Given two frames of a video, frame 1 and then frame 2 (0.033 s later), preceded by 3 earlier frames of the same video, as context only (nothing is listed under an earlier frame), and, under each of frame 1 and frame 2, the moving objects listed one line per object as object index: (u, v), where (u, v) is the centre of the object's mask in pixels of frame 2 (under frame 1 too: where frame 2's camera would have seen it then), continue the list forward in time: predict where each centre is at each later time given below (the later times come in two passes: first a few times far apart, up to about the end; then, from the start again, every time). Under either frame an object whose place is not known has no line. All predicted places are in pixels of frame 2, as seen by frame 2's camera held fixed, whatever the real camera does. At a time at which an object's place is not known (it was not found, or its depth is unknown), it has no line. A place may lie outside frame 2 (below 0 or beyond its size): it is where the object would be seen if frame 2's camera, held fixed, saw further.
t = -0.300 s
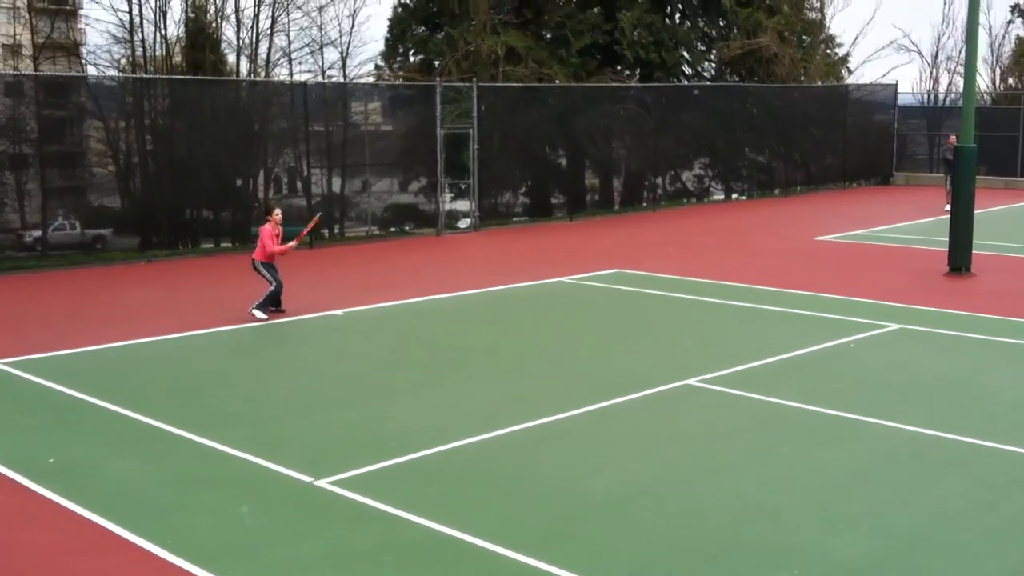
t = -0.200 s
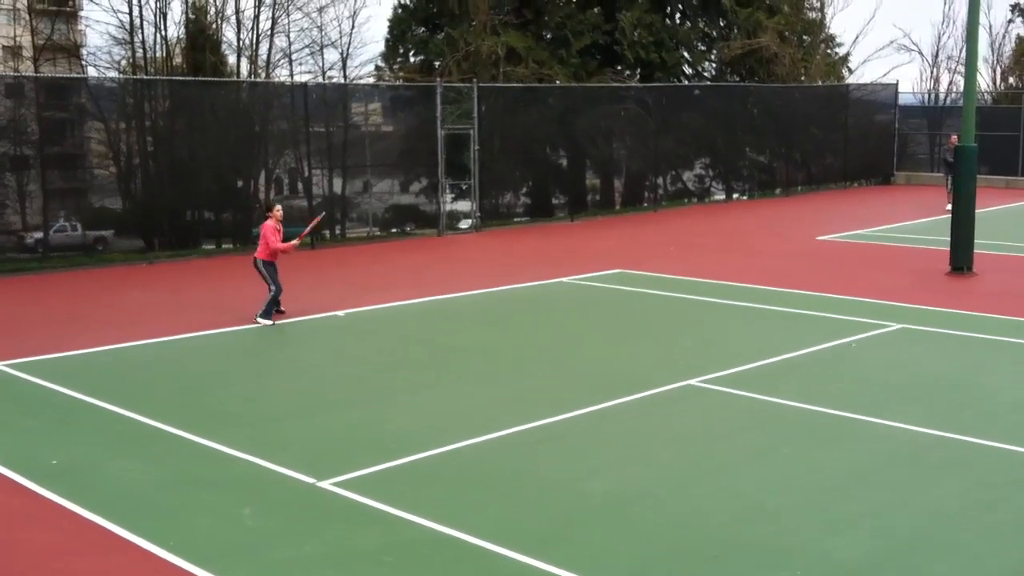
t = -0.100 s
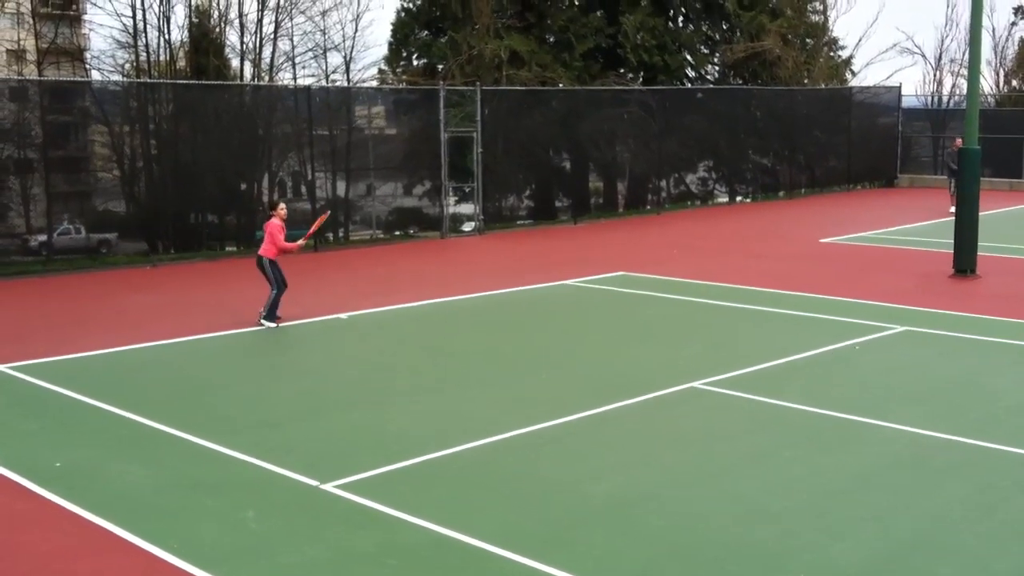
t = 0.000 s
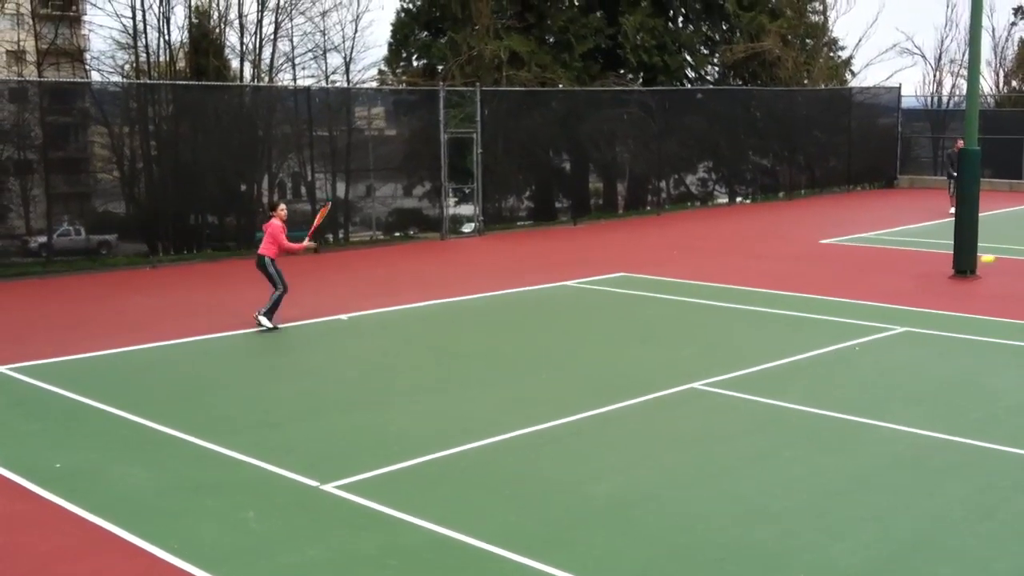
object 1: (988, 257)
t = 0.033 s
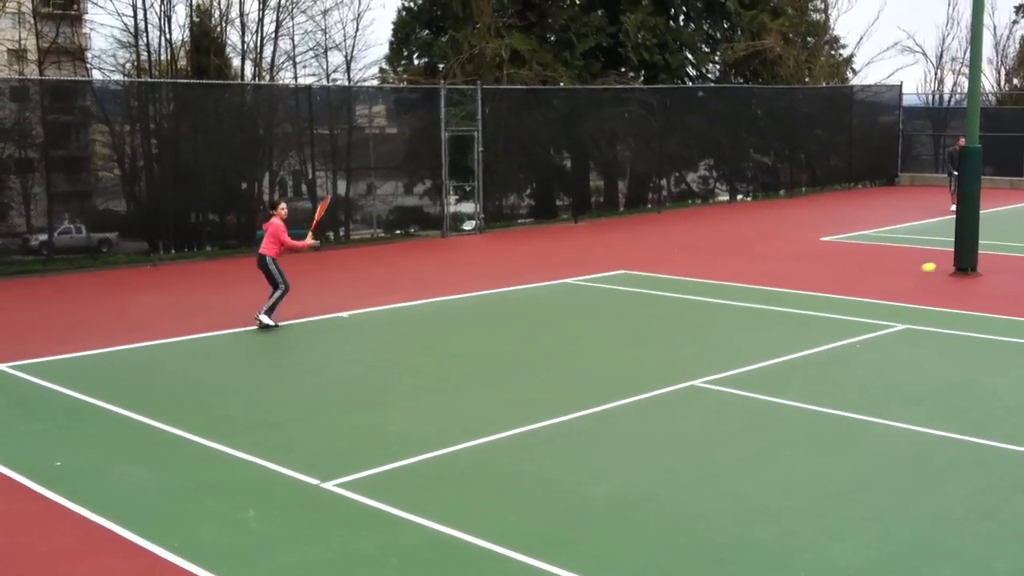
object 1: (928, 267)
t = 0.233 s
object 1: (645, 341)
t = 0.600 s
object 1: (434, 259)
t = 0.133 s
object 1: (772, 303)
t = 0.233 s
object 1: (645, 341)
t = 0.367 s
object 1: (547, 319)
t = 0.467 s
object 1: (496, 285)
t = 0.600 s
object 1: (434, 259)
